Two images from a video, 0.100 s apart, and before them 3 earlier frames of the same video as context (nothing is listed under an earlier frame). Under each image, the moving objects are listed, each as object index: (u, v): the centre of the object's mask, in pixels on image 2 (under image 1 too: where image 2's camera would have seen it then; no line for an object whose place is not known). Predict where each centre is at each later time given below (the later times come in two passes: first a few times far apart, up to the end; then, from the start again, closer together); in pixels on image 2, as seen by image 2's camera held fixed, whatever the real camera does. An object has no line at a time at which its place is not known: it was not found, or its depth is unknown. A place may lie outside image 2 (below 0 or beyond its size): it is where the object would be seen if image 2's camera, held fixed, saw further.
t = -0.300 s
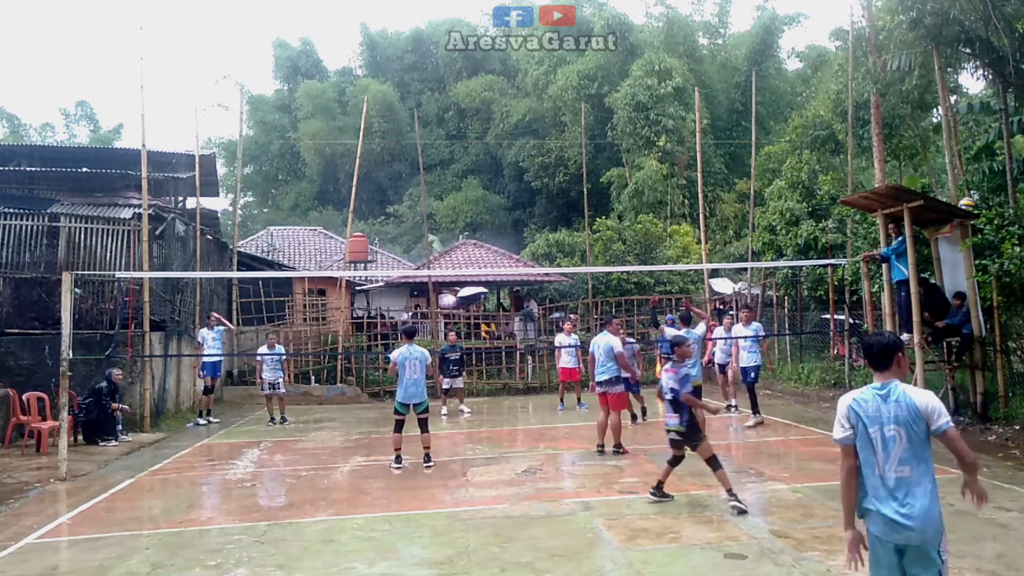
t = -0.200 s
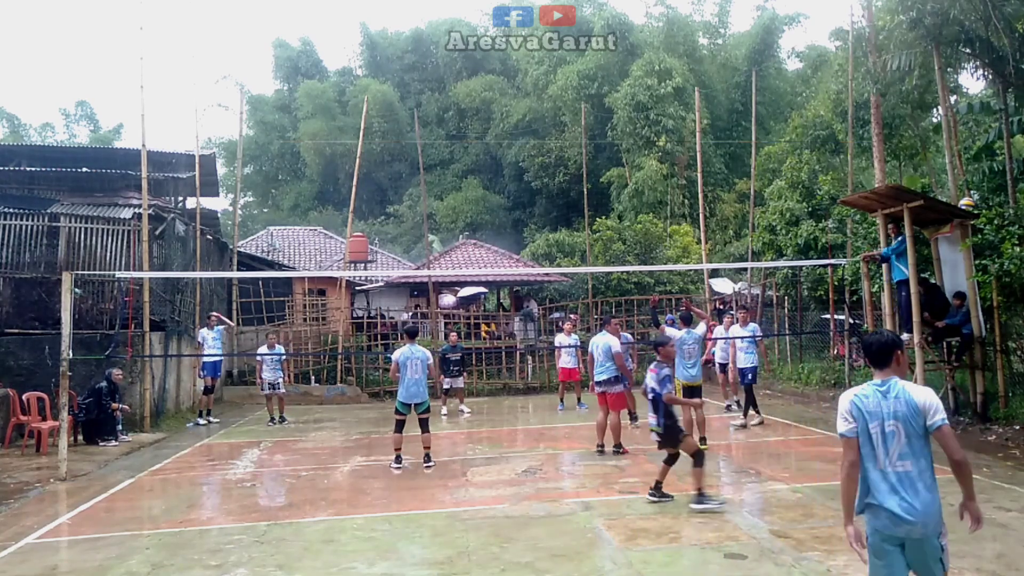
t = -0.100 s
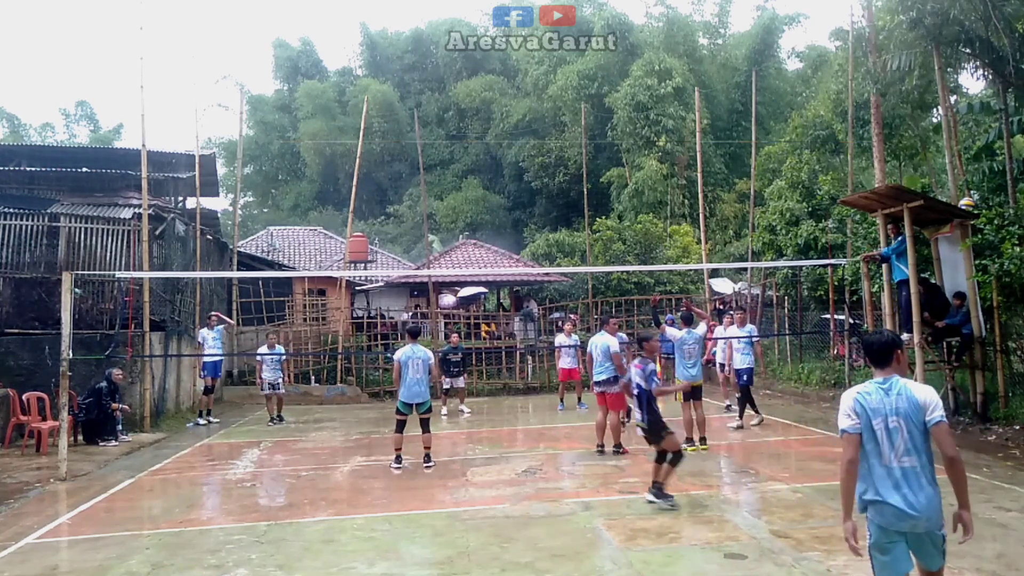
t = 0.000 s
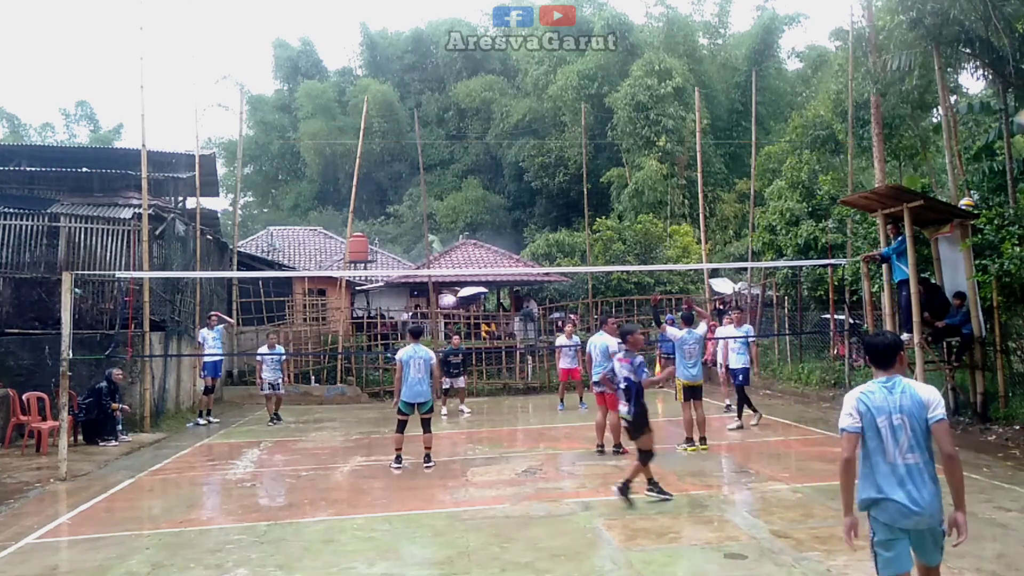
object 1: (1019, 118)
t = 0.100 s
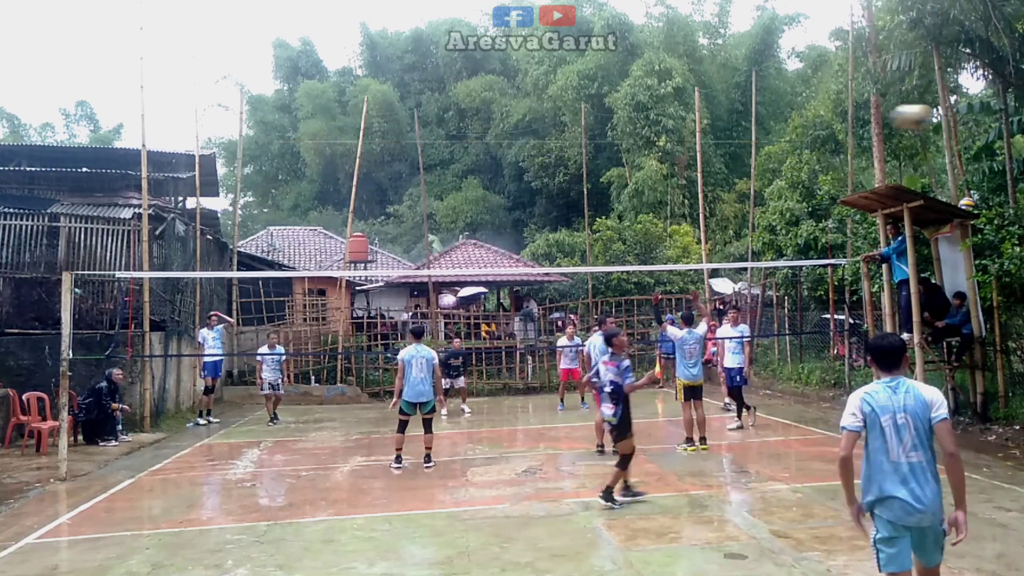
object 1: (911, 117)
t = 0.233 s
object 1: (792, 125)
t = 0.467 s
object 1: (663, 165)
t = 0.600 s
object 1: (614, 197)
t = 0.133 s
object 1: (877, 116)
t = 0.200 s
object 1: (818, 121)
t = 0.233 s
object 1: (792, 125)
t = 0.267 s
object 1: (770, 130)
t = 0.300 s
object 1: (748, 135)
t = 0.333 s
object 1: (728, 141)
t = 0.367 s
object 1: (710, 146)
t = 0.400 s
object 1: (689, 154)
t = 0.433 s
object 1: (677, 159)
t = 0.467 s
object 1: (663, 165)
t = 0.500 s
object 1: (649, 171)
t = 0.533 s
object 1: (637, 180)
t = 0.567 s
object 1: (625, 188)
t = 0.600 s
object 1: (614, 197)
